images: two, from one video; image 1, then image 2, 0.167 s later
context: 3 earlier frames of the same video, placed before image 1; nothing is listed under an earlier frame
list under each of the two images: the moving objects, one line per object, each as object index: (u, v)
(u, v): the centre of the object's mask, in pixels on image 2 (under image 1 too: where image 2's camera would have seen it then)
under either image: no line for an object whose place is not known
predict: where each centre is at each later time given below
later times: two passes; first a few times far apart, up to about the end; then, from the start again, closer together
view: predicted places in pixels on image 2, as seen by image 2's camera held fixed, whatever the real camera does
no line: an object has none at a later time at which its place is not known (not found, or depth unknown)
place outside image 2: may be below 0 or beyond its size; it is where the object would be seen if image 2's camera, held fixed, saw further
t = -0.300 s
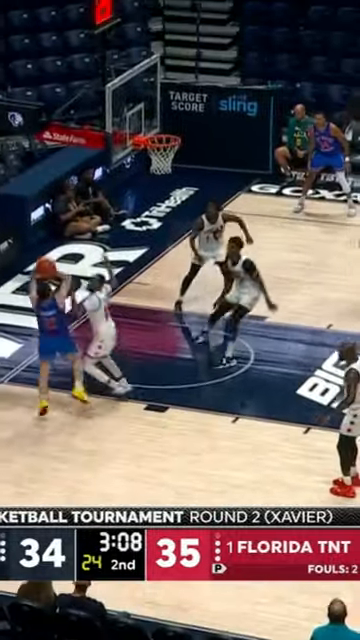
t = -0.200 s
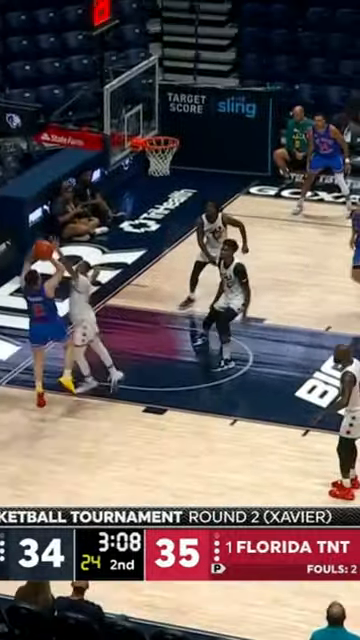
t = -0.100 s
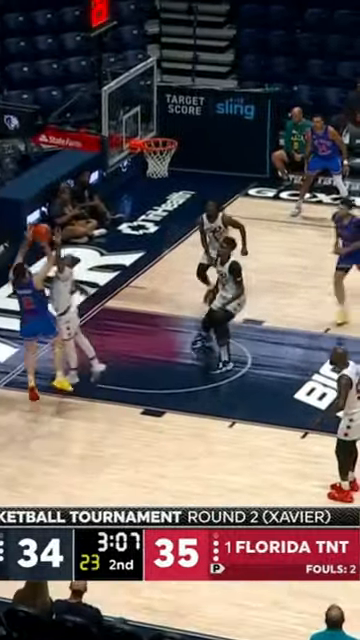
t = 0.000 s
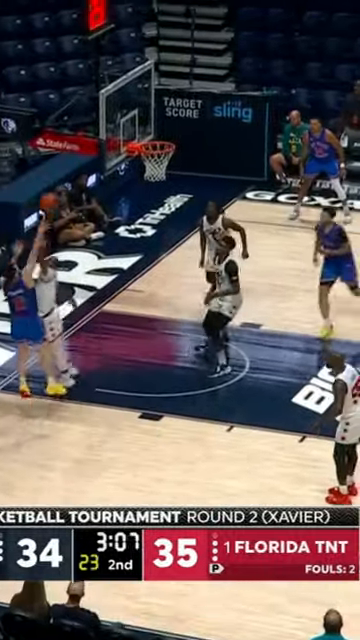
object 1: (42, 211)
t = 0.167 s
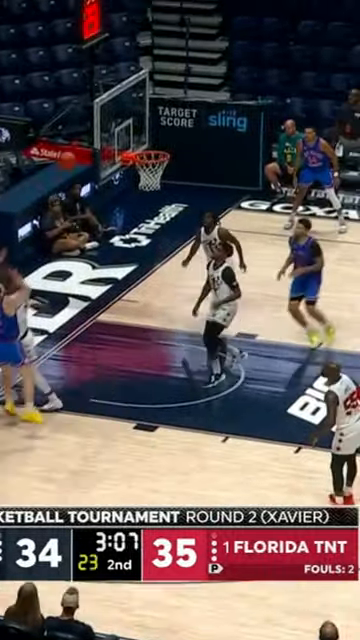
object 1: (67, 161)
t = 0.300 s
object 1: (85, 135)
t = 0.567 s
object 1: (121, 124)
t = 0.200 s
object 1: (71, 153)
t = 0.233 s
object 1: (75, 146)
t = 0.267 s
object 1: (81, 140)
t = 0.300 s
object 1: (85, 135)
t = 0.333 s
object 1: (90, 131)
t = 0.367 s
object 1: (95, 128)
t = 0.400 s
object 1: (99, 125)
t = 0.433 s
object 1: (105, 122)
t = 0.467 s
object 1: (109, 122)
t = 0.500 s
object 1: (114, 123)
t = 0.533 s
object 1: (119, 123)
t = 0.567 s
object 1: (121, 124)
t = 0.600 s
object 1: (128, 126)
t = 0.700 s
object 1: (141, 138)
